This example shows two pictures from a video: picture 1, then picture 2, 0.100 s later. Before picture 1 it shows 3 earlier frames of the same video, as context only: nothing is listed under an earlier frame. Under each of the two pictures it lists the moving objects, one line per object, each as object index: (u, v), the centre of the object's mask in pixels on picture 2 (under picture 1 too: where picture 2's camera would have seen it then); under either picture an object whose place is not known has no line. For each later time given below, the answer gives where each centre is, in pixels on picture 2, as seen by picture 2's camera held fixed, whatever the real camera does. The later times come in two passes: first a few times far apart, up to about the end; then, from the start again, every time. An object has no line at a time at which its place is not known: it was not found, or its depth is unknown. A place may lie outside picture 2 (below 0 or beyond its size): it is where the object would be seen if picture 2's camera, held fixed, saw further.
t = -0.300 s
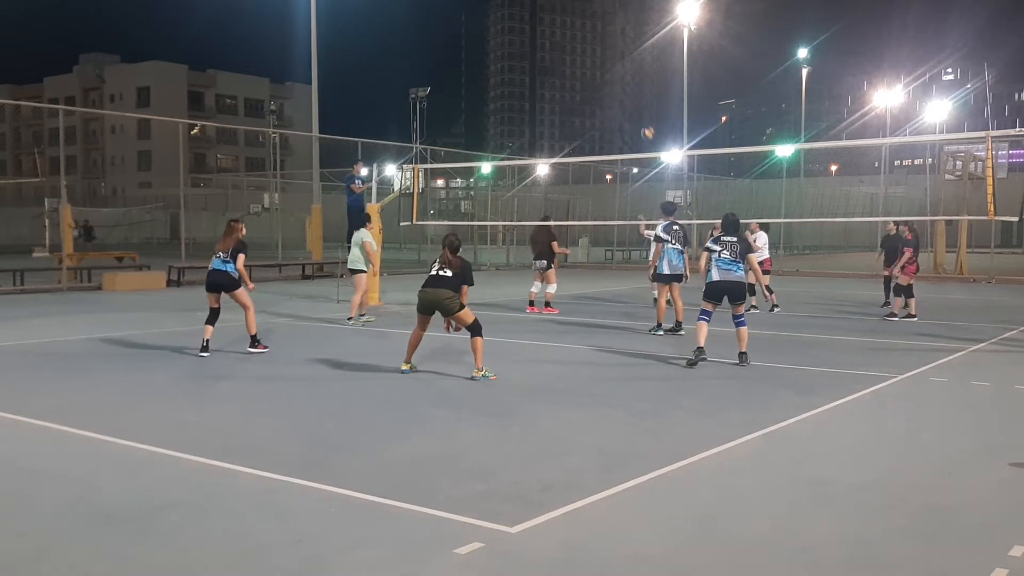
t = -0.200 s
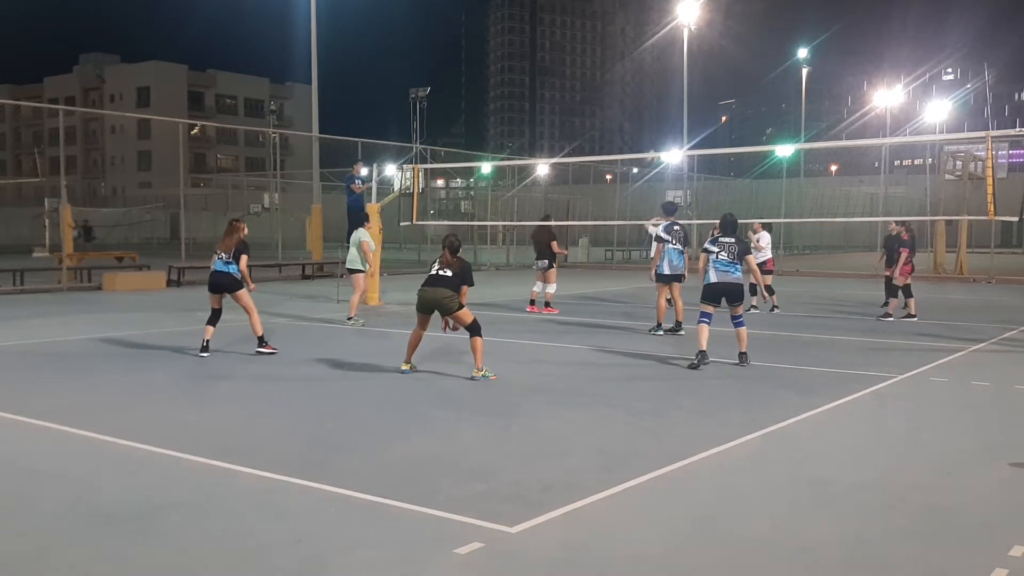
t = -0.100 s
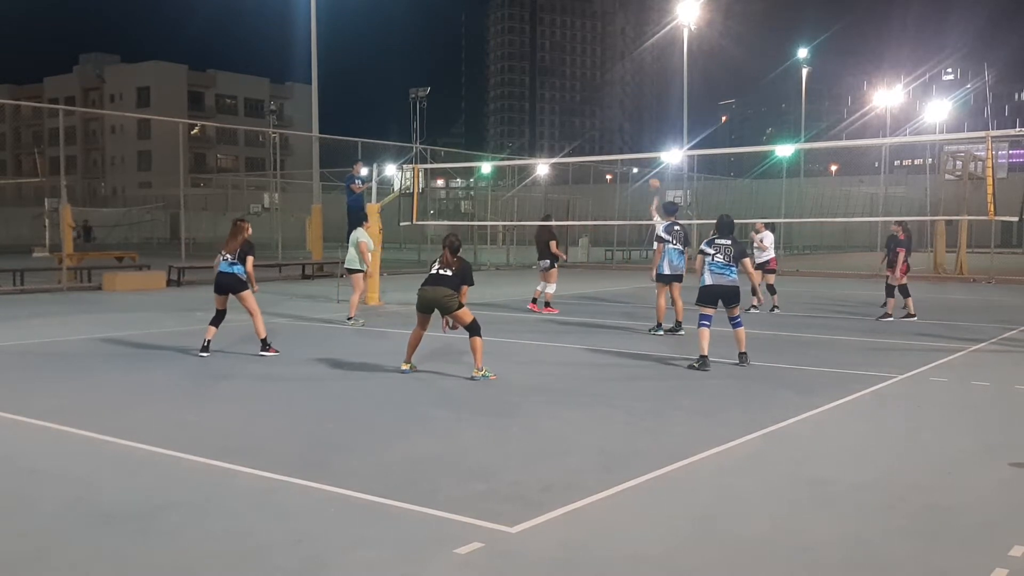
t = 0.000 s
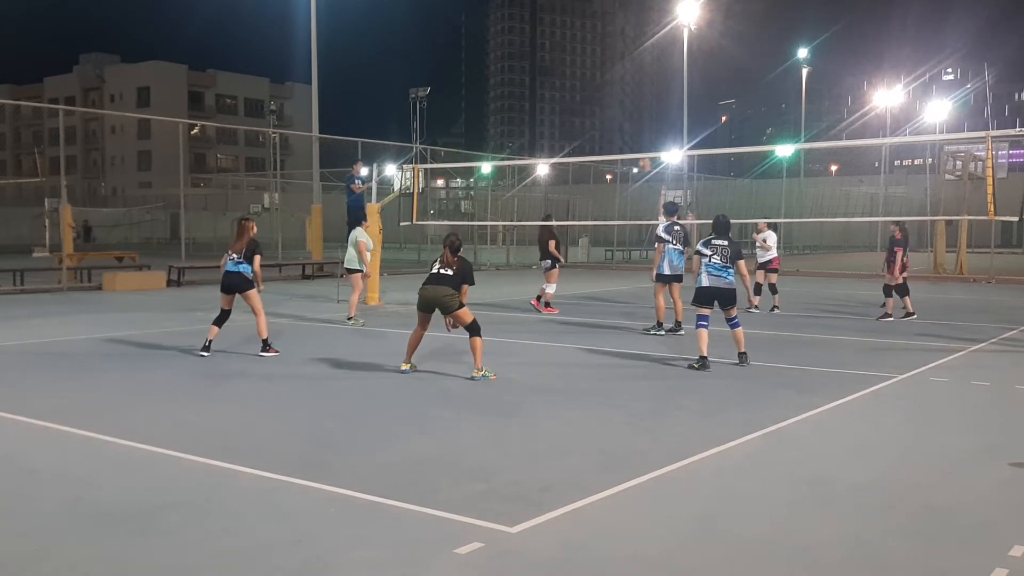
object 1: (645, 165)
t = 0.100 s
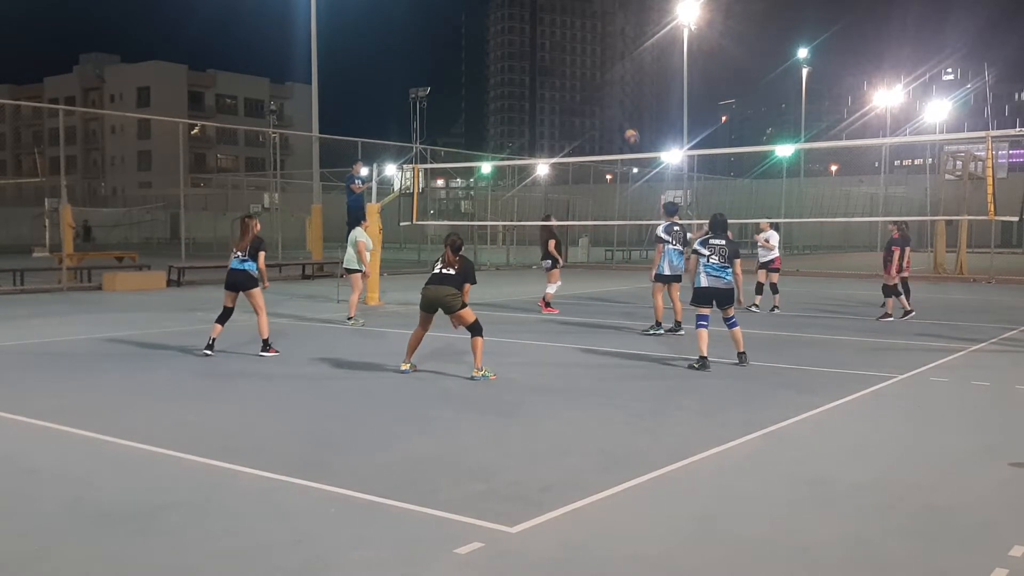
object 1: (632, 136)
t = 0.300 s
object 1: (601, 88)
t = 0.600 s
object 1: (539, 57)
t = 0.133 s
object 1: (627, 126)
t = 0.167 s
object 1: (622, 118)
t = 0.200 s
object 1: (617, 109)
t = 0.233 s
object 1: (612, 103)
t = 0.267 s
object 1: (606, 94)
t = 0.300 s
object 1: (601, 88)
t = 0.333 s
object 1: (595, 82)
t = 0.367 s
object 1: (589, 76)
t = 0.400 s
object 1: (583, 72)
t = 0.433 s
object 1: (576, 67)
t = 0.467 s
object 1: (569, 63)
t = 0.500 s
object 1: (562, 60)
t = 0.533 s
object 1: (554, 59)
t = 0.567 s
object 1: (547, 57)
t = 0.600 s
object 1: (539, 57)
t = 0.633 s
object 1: (531, 58)
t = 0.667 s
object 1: (524, 59)
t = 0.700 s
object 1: (515, 62)
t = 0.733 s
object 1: (505, 64)
